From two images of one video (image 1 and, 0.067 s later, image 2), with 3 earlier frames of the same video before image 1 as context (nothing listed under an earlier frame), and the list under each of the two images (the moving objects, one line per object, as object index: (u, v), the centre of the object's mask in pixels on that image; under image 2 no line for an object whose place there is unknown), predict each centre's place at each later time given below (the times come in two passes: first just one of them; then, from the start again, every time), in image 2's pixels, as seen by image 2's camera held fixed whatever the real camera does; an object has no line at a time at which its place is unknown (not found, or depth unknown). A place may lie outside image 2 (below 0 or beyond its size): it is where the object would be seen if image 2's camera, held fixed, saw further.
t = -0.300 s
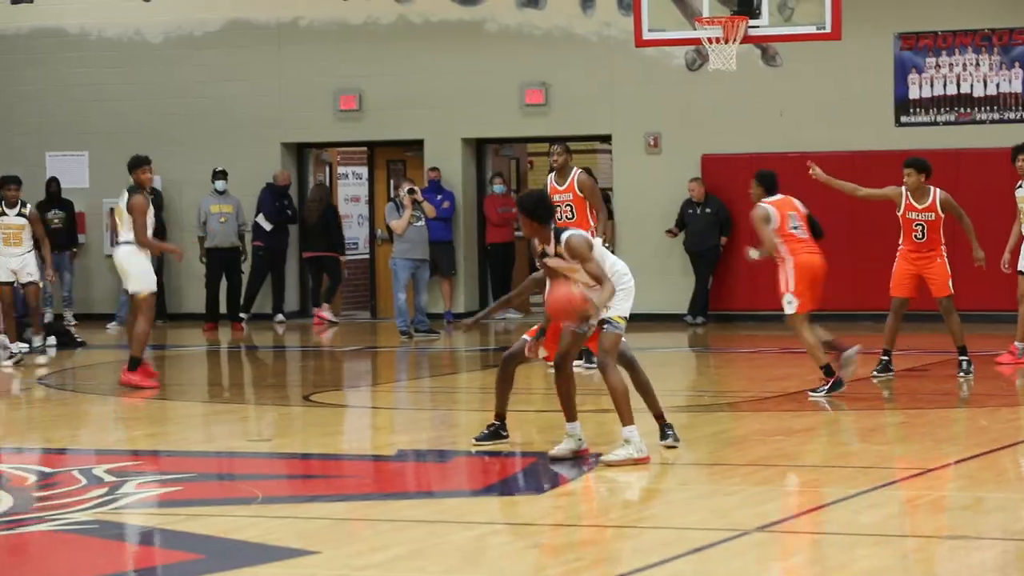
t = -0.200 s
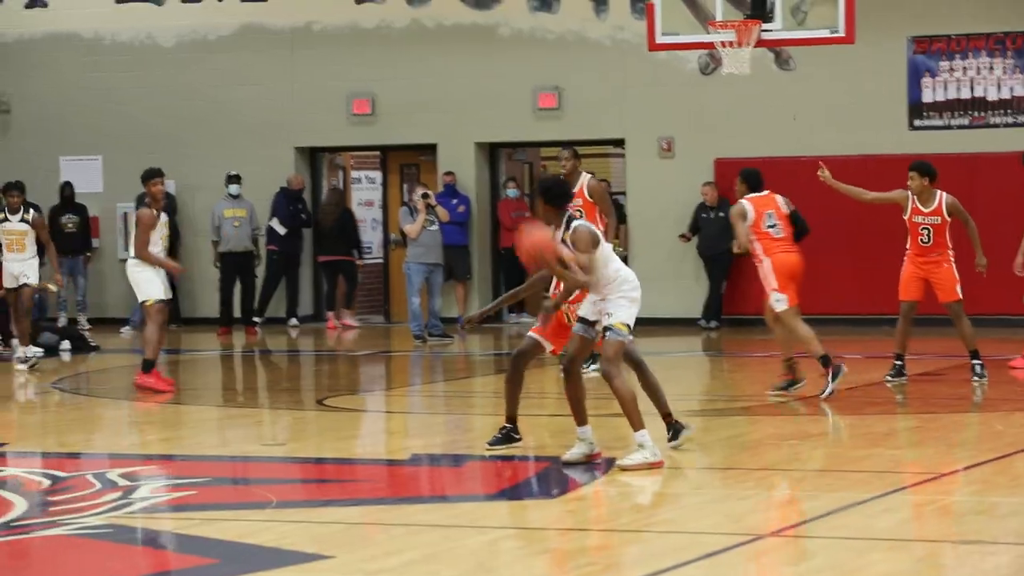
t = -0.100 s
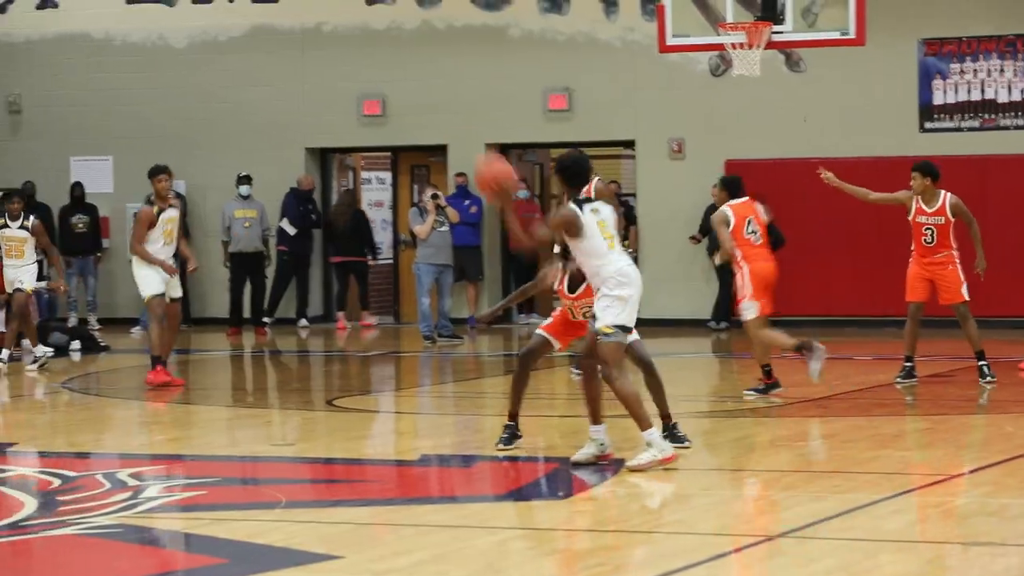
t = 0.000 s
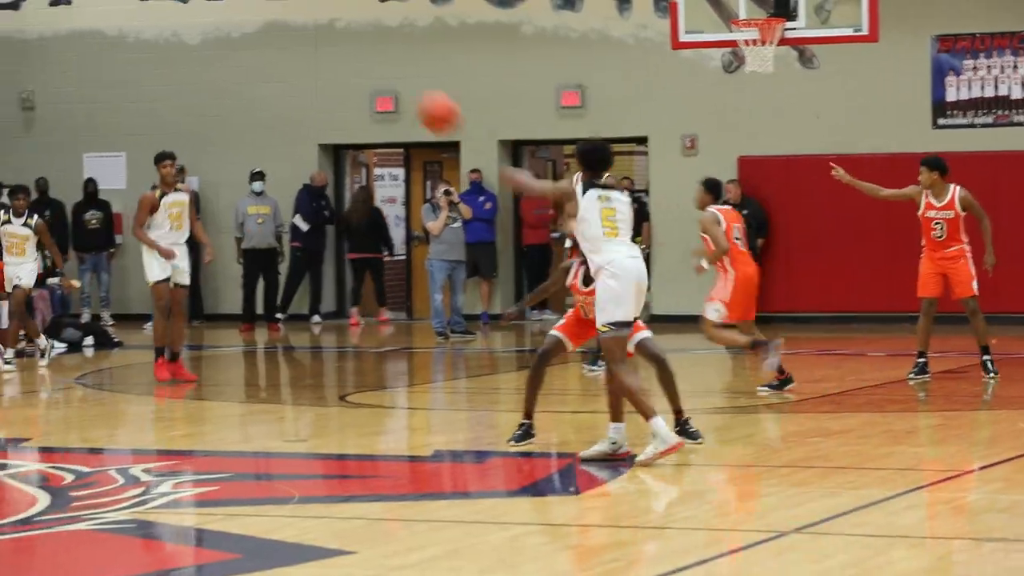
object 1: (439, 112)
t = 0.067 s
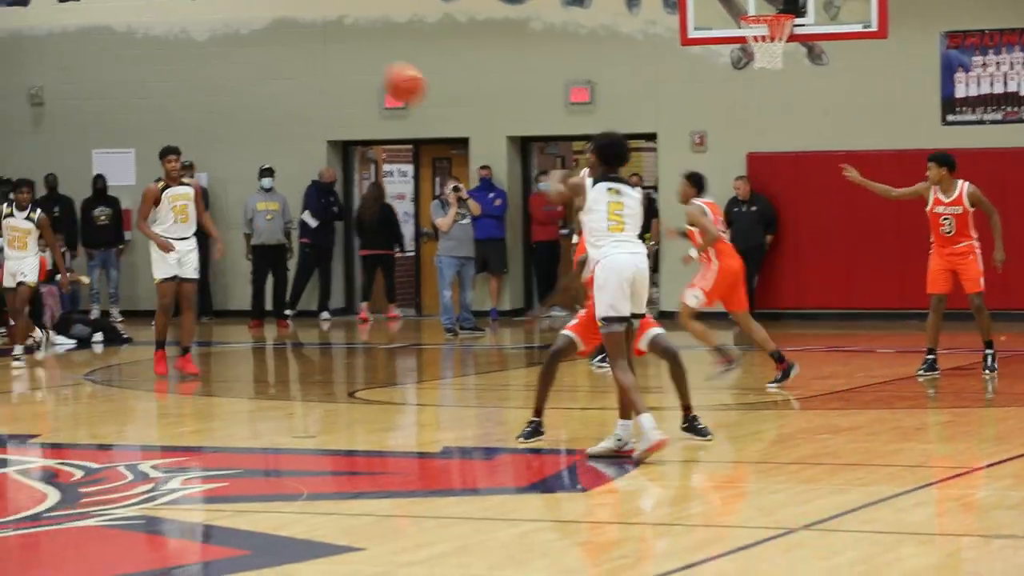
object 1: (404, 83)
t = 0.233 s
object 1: (317, 54)
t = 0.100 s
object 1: (385, 74)
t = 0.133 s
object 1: (367, 66)
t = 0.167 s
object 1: (350, 60)
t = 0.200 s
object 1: (334, 56)
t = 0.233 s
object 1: (317, 54)
